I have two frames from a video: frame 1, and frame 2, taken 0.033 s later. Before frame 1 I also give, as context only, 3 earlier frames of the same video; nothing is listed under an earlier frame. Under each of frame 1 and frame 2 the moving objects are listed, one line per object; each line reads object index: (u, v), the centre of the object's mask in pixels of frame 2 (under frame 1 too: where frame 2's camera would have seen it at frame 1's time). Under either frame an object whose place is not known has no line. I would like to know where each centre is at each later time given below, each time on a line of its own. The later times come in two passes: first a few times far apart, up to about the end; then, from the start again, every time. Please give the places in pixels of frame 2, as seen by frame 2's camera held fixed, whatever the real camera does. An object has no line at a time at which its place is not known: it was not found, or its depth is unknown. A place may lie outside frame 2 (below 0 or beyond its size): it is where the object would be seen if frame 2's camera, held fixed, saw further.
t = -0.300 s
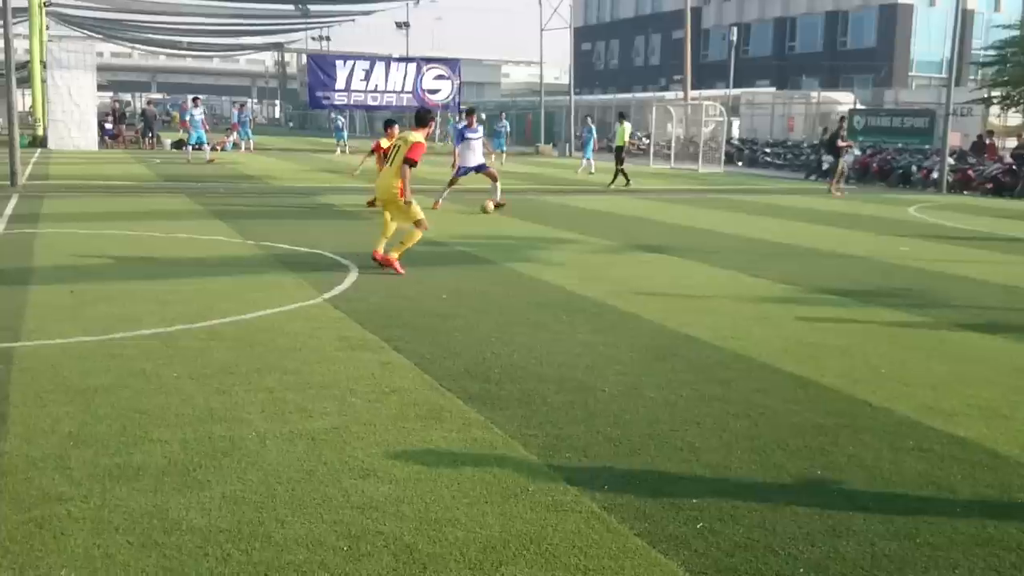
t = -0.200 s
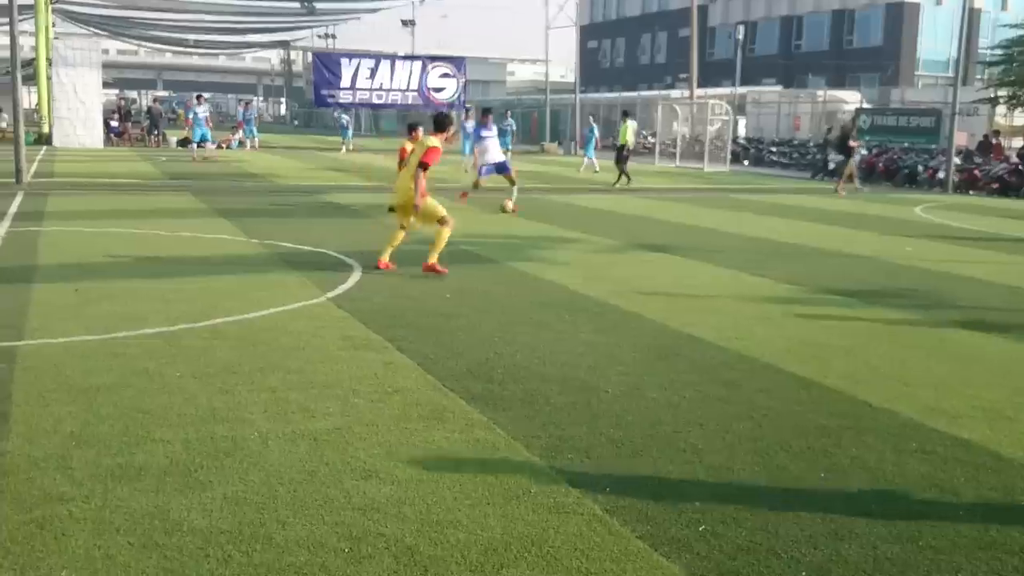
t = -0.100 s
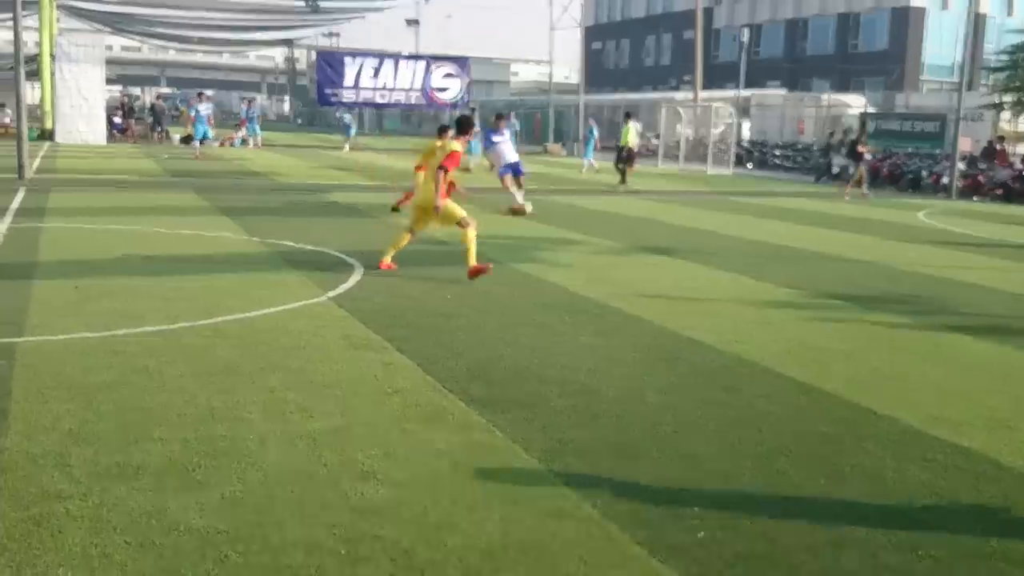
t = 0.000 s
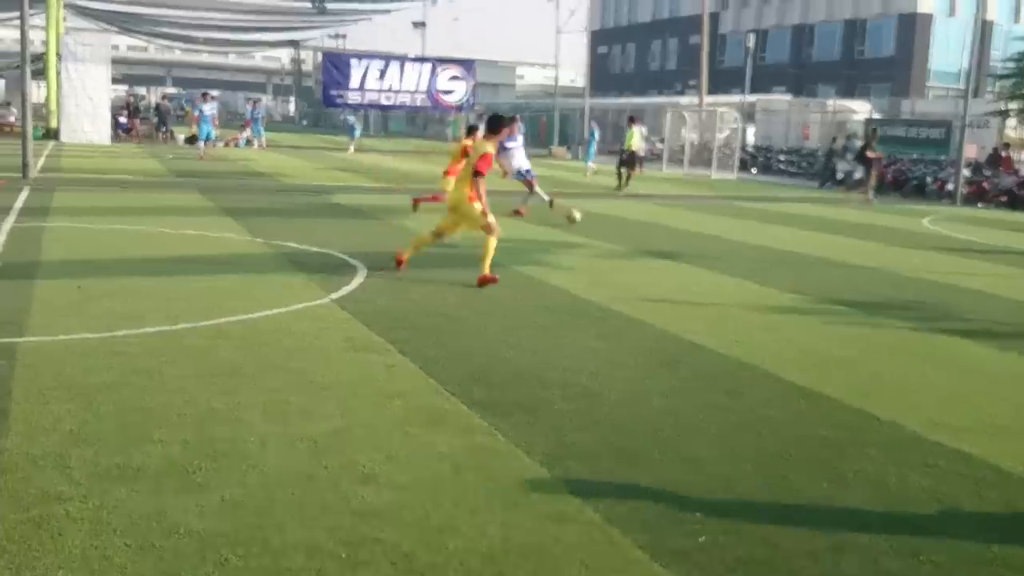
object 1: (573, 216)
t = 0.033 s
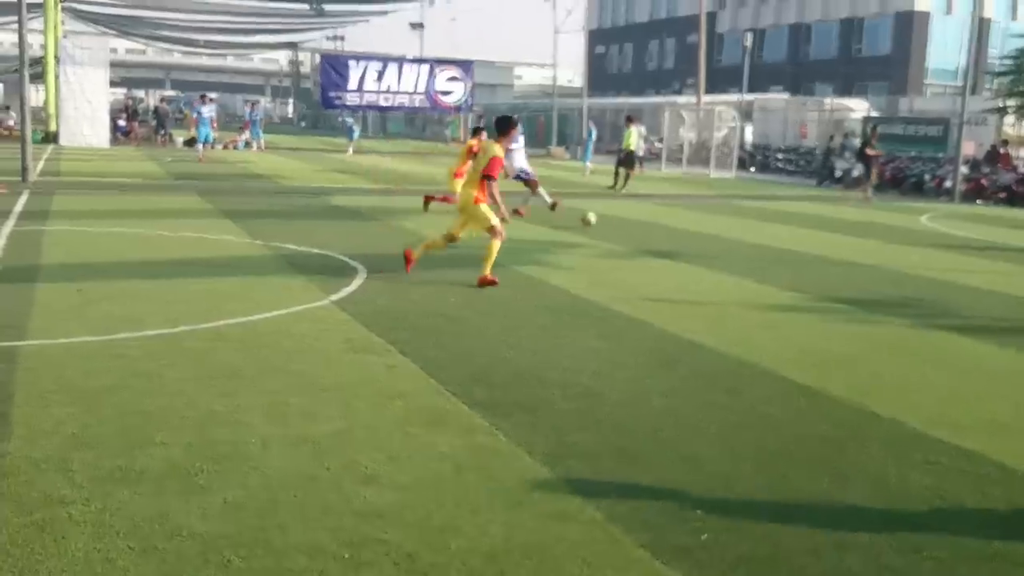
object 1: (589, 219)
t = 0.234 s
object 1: (694, 242)
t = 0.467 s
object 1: (840, 266)
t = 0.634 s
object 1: (959, 287)
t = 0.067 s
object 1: (606, 224)
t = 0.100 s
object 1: (624, 229)
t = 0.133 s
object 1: (640, 231)
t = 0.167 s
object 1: (656, 234)
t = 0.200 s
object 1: (674, 238)
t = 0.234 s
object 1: (694, 242)
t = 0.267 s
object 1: (713, 245)
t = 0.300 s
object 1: (733, 248)
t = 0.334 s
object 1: (754, 251)
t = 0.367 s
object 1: (773, 254)
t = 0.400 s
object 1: (795, 257)
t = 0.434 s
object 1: (817, 262)
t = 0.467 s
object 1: (840, 266)
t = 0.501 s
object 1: (864, 269)
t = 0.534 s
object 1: (886, 274)
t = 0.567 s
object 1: (911, 279)
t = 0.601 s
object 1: (934, 282)
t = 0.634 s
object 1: (959, 287)
